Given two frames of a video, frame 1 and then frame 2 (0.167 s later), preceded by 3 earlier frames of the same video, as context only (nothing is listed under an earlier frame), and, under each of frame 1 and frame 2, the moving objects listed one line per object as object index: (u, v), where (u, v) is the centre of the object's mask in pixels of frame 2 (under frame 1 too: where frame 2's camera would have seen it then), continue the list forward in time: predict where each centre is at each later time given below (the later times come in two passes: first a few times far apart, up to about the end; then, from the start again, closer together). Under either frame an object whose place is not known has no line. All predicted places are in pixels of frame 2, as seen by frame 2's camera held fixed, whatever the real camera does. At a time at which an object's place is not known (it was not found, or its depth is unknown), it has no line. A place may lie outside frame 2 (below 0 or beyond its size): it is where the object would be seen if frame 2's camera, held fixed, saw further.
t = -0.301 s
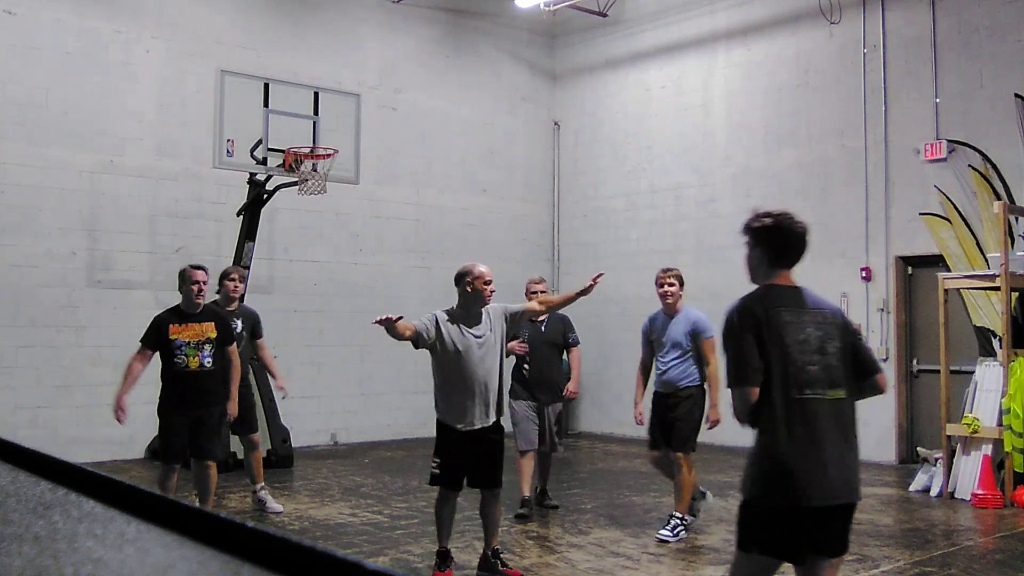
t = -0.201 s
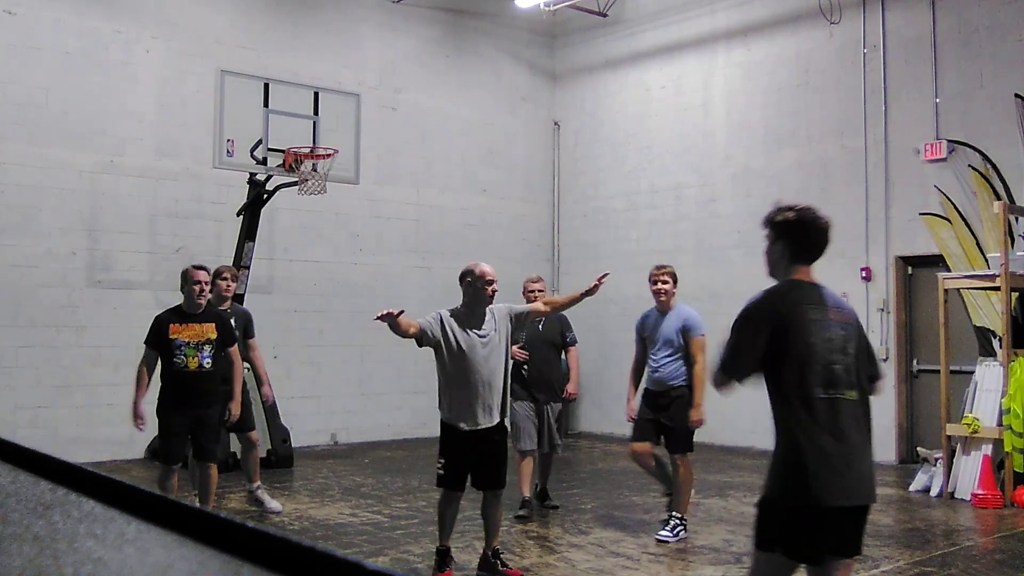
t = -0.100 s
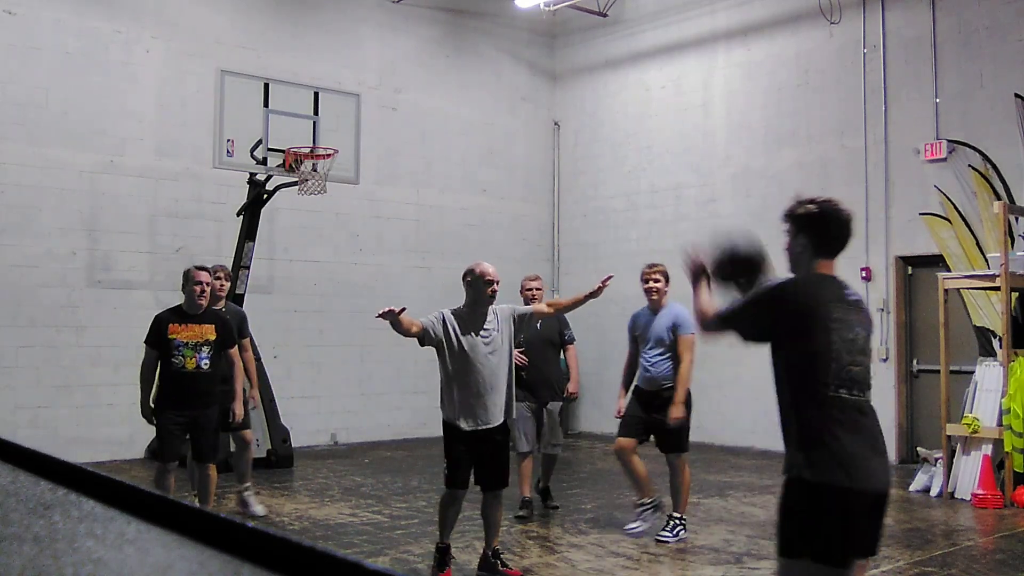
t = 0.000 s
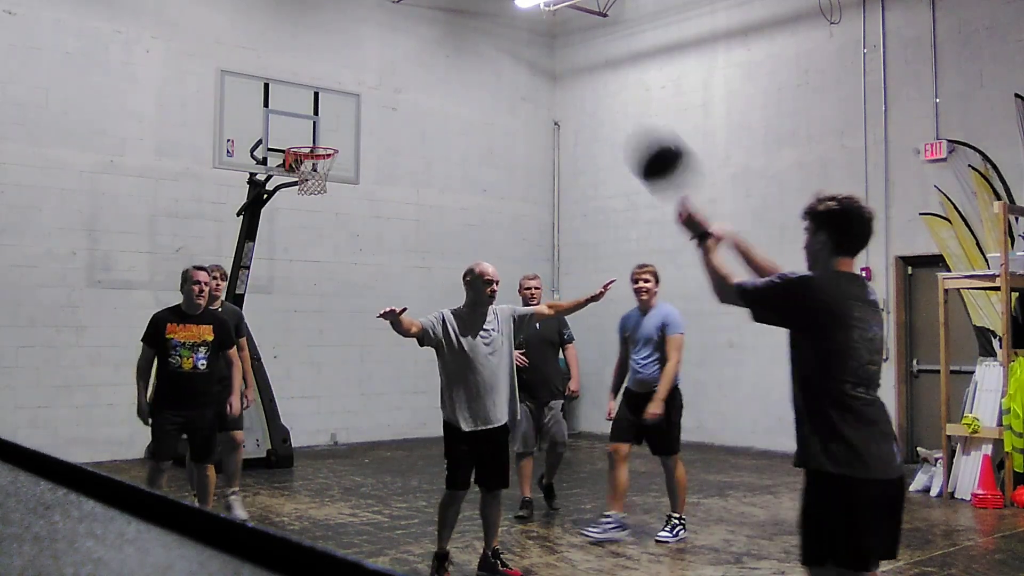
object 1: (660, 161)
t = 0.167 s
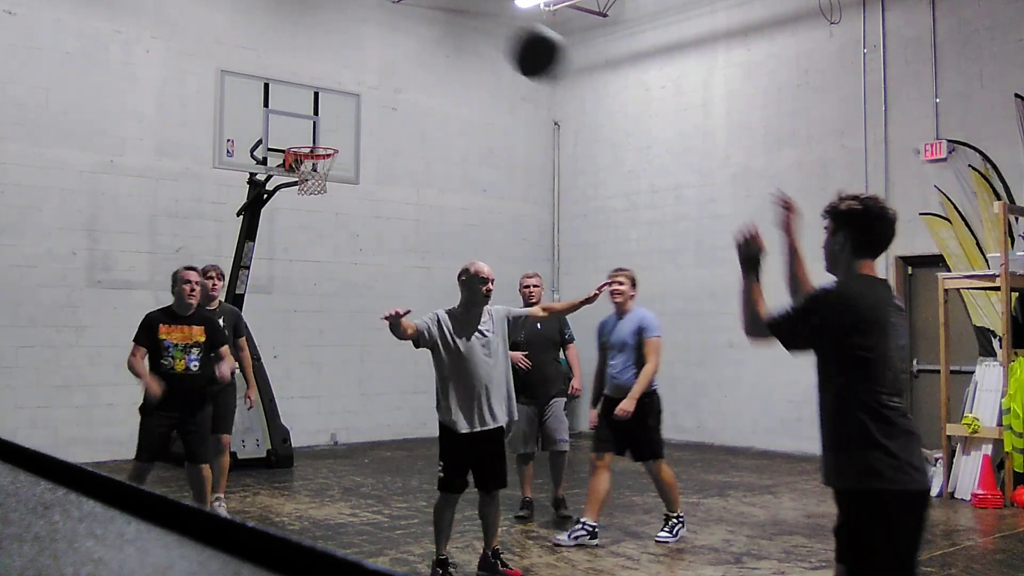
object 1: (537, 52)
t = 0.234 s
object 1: (494, 31)
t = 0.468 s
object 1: (367, 31)
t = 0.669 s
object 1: (279, 104)
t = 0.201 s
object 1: (516, 40)
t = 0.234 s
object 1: (494, 31)
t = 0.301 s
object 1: (456, 21)
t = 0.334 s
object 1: (439, 20)
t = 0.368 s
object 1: (420, 19)
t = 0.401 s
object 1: (401, 21)
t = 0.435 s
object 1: (383, 25)
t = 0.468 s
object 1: (367, 31)
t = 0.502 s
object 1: (351, 39)
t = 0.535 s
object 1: (336, 49)
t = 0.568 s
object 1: (321, 60)
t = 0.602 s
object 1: (307, 73)
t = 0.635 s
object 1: (293, 87)
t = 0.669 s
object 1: (279, 104)
